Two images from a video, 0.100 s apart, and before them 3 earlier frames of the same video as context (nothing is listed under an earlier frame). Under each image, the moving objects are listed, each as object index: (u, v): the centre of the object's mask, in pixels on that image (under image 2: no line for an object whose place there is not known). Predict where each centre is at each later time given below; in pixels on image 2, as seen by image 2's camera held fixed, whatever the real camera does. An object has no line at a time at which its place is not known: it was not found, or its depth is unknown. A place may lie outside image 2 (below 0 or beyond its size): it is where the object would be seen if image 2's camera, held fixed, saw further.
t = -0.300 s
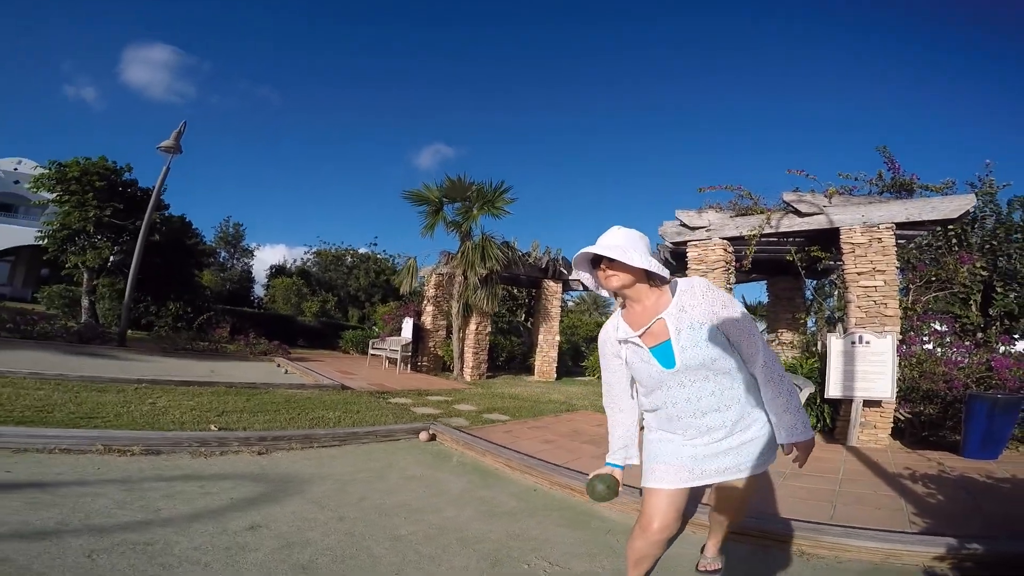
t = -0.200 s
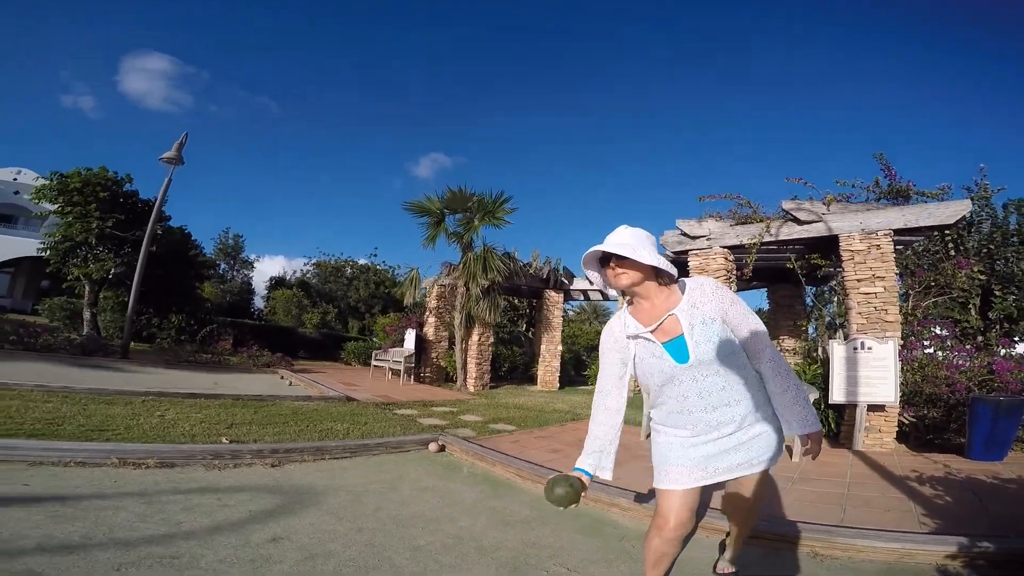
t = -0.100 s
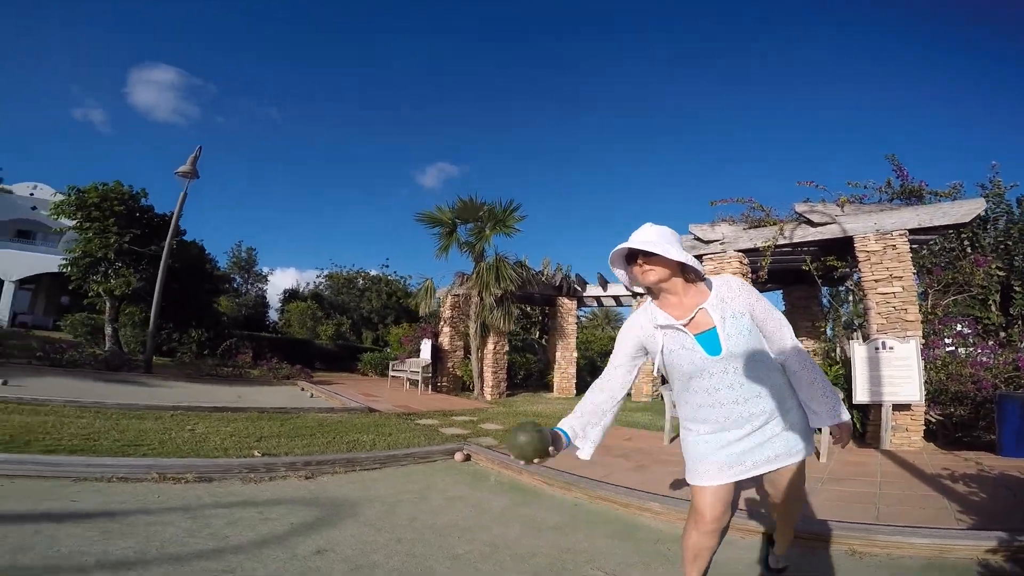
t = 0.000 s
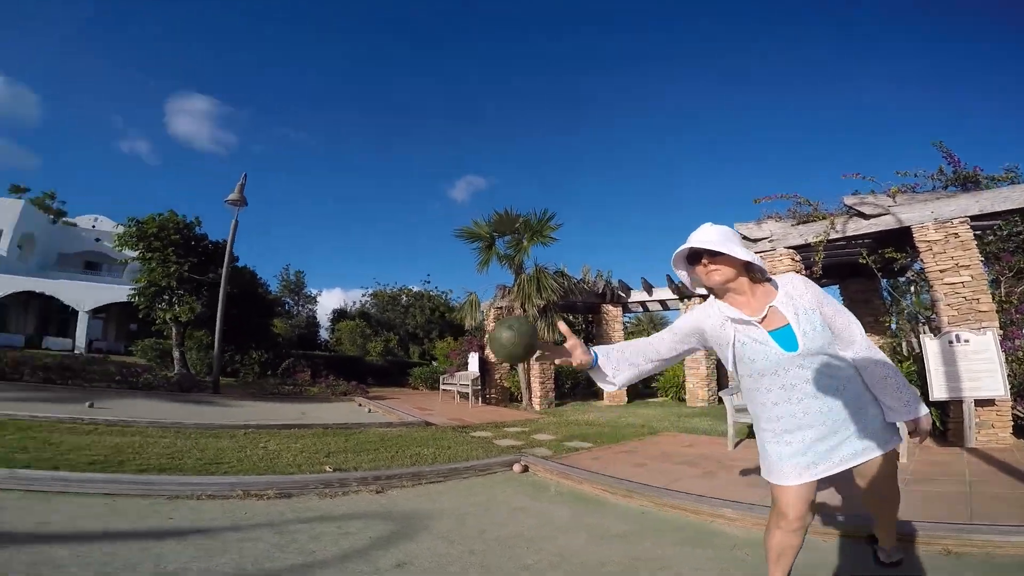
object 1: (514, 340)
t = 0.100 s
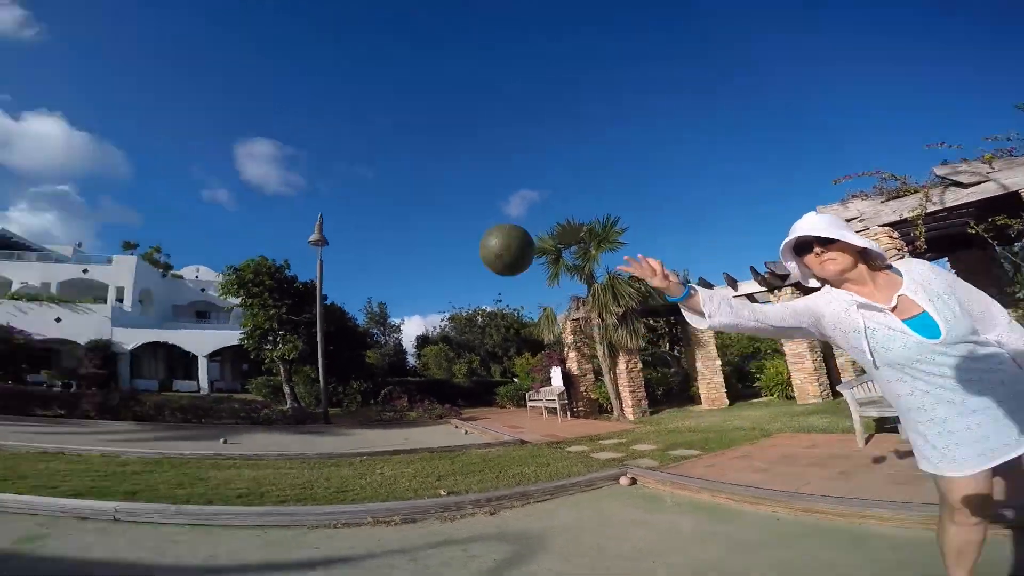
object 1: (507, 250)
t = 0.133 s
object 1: (482, 227)
